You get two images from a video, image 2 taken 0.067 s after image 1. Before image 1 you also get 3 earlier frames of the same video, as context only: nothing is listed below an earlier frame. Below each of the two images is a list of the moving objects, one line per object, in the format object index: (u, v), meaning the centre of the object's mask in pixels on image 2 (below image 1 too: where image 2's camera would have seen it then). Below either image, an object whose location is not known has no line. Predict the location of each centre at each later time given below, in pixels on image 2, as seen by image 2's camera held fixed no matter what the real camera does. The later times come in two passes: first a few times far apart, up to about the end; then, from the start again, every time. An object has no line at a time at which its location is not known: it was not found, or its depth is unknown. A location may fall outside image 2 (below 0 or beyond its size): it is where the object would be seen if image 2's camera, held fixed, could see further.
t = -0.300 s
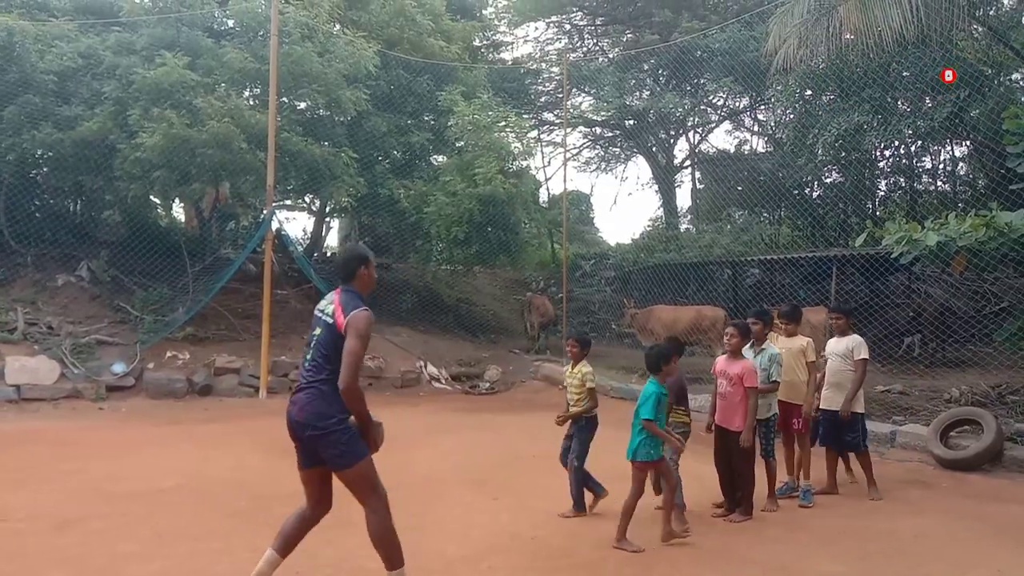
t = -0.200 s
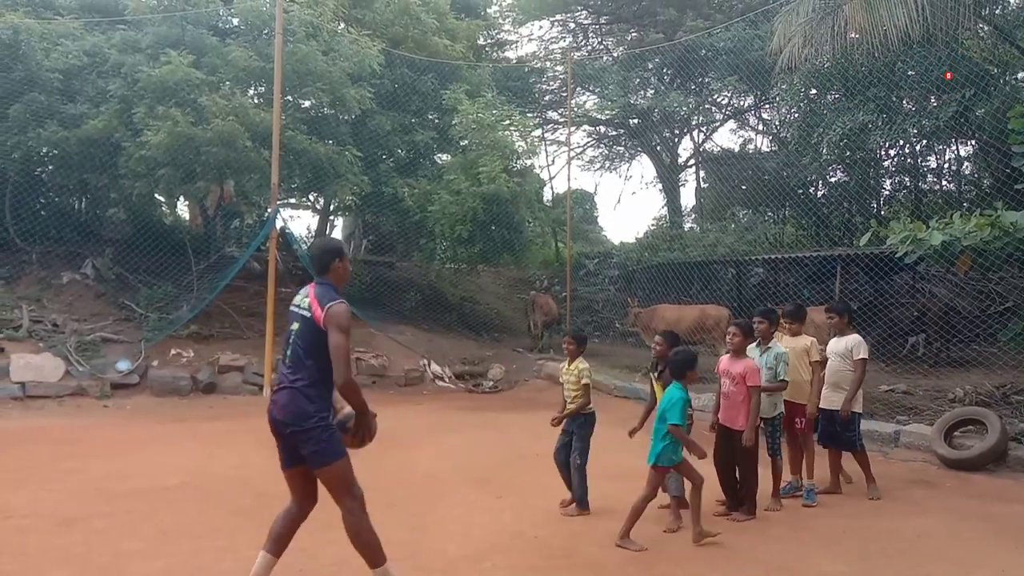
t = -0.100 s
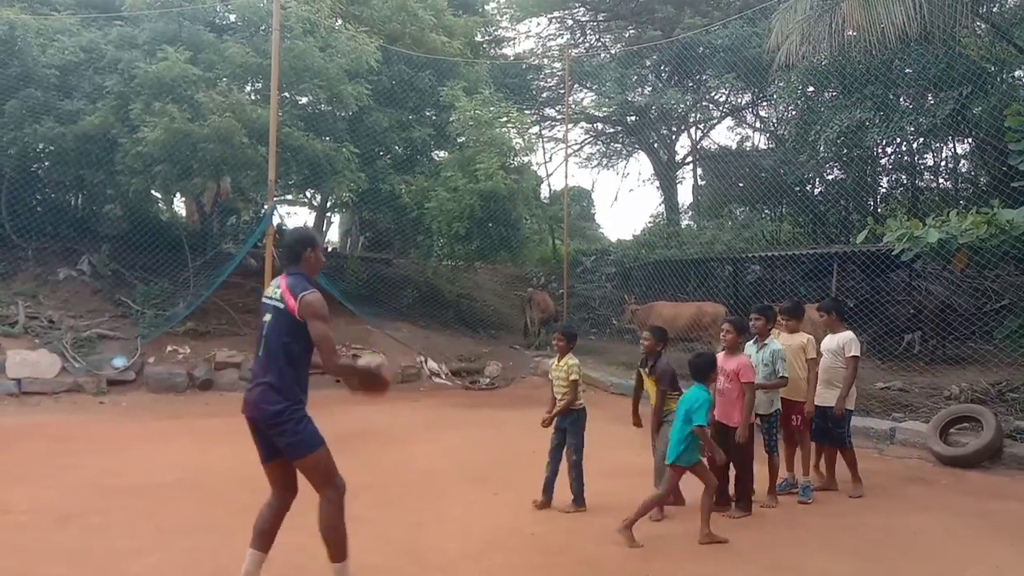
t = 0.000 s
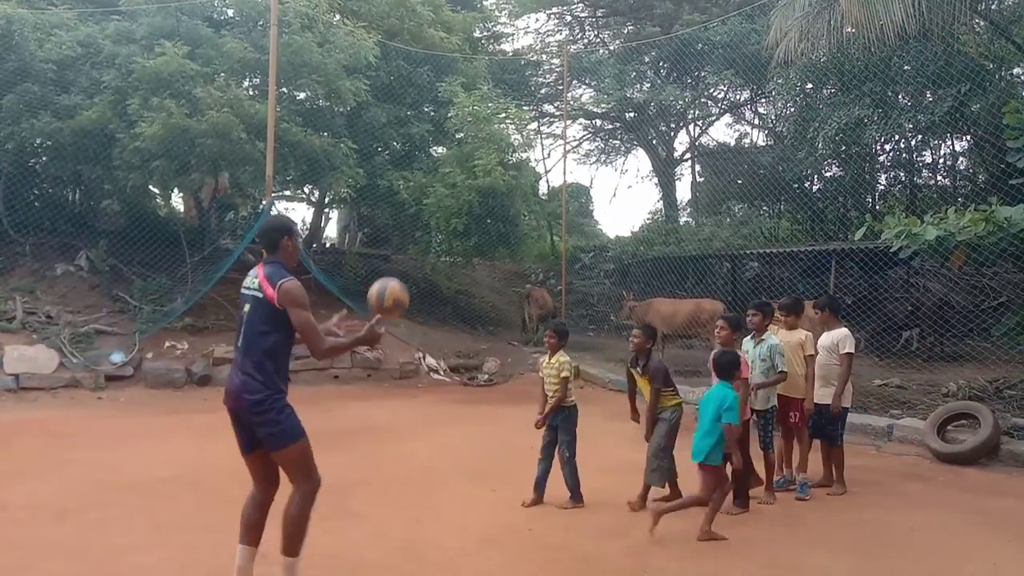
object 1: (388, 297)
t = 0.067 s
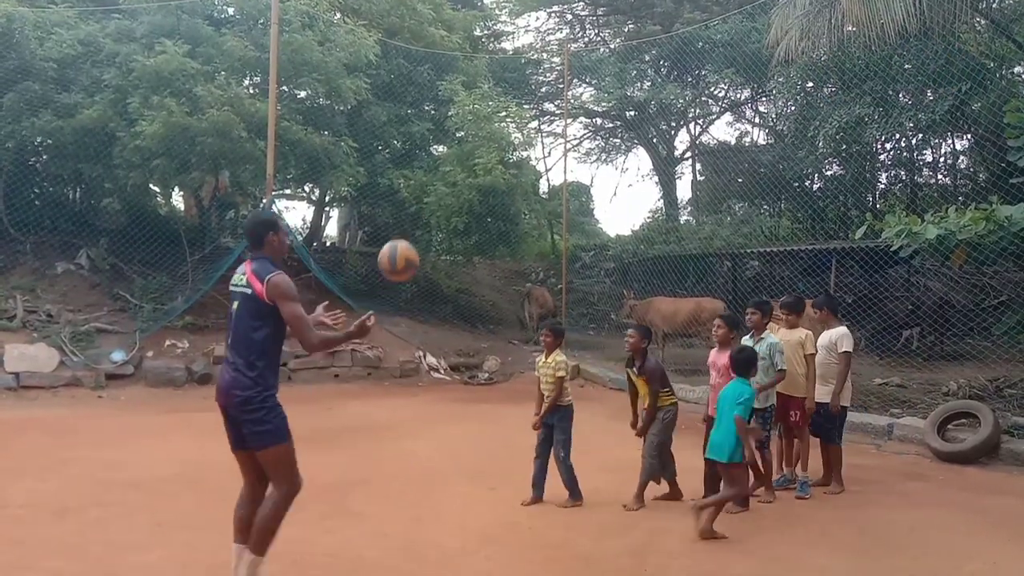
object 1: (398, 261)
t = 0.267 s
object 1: (425, 203)
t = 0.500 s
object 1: (453, 225)
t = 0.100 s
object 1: (403, 245)
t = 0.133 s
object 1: (408, 233)
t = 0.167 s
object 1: (413, 222)
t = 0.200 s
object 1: (417, 214)
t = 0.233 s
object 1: (421, 207)
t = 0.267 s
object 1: (425, 203)
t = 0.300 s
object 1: (430, 200)
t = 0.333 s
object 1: (434, 200)
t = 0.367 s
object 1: (437, 201)
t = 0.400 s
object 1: (441, 204)
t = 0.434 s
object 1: (446, 209)
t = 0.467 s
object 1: (449, 216)
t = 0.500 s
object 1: (453, 225)
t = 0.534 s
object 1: (456, 235)
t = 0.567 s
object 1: (459, 247)
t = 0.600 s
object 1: (463, 260)
